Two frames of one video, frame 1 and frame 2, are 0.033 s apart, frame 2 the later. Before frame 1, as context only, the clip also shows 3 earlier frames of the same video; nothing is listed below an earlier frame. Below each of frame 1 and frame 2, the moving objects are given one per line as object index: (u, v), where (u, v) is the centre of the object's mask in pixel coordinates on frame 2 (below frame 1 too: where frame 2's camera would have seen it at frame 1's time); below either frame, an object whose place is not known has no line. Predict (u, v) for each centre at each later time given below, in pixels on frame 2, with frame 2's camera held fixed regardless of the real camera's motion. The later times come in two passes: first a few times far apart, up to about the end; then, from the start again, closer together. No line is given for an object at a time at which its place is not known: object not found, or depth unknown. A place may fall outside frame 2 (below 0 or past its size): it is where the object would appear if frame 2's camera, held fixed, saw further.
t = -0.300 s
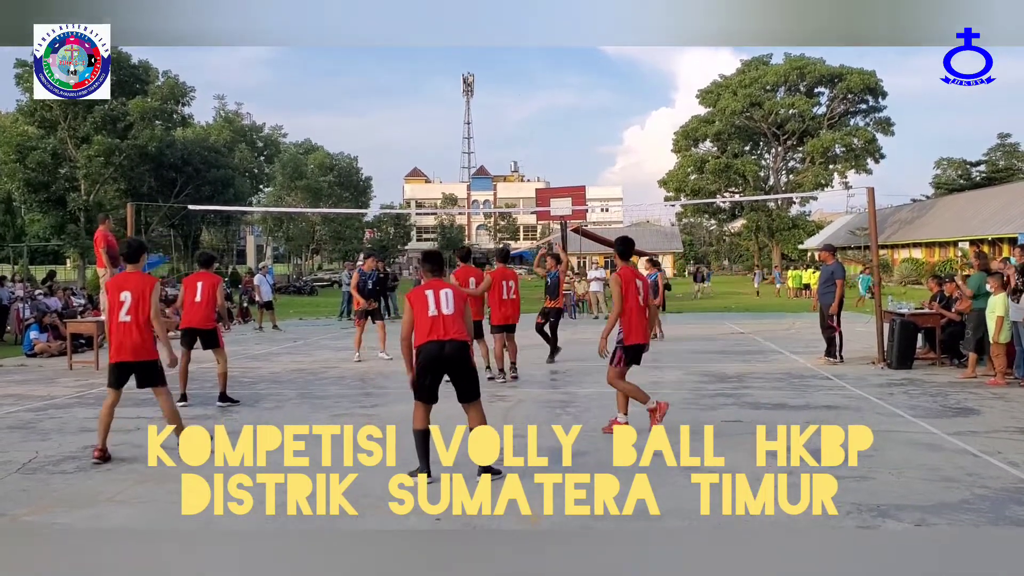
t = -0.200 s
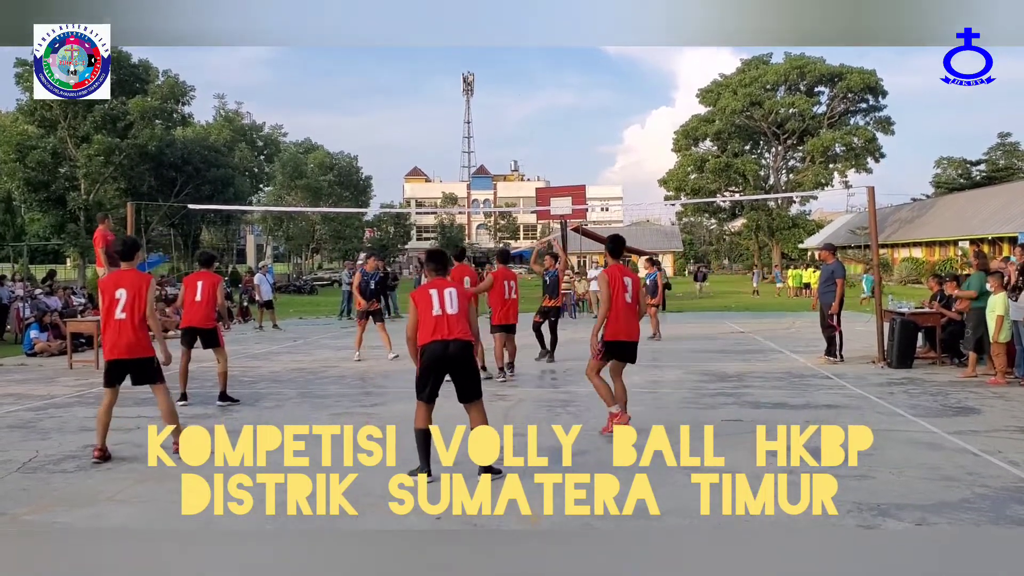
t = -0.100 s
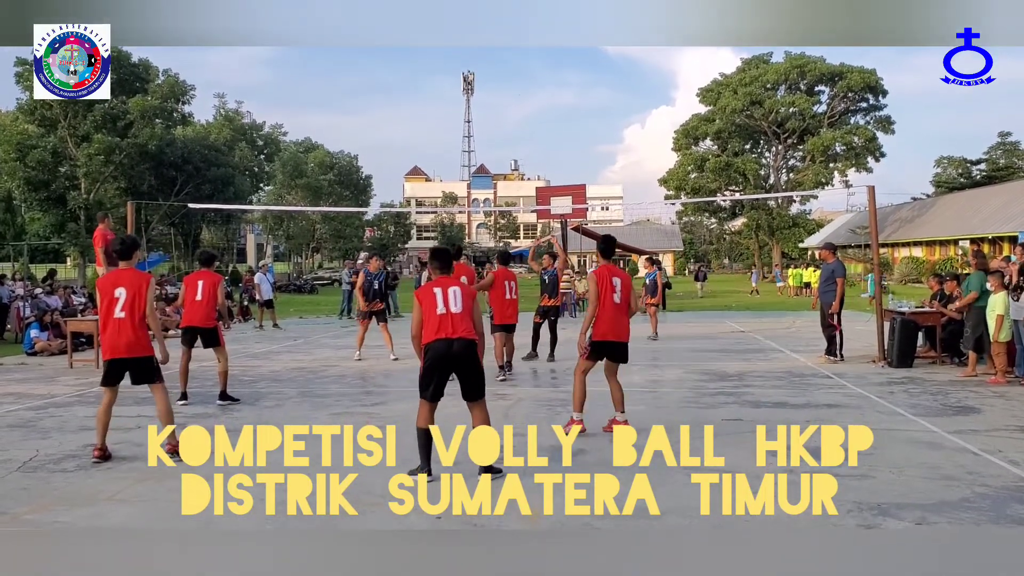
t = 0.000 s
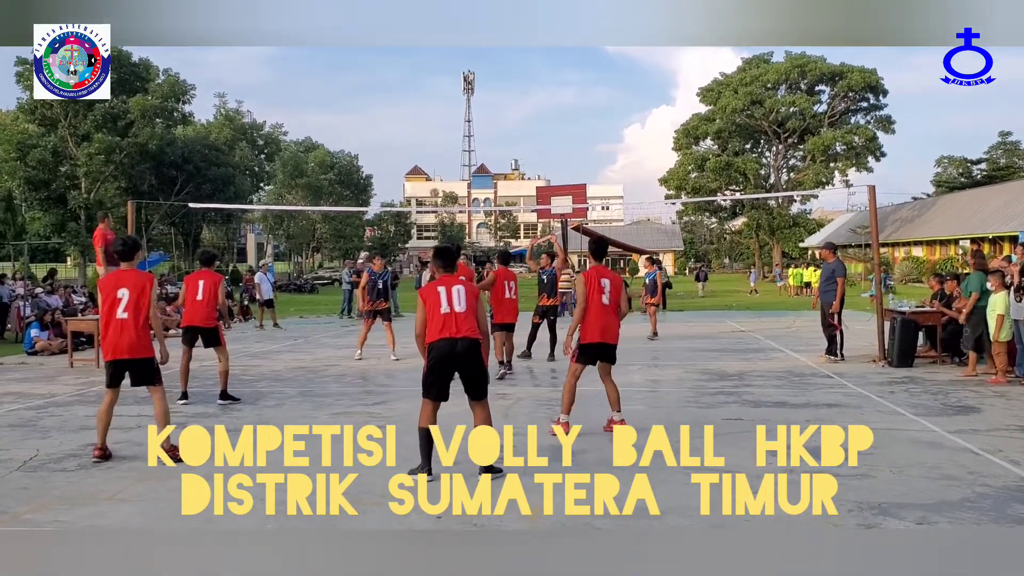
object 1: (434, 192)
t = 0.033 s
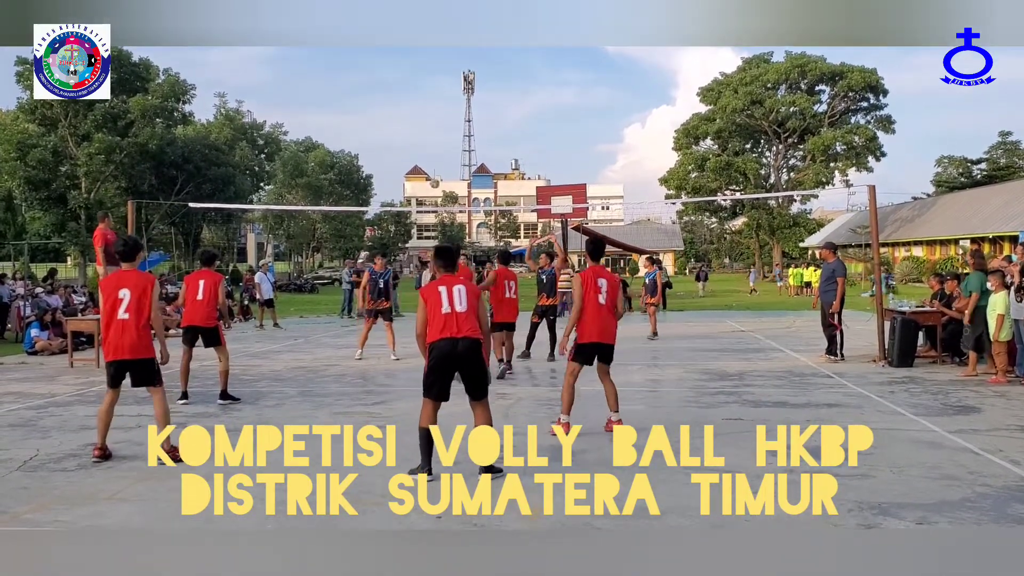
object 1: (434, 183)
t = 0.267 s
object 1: (435, 131)
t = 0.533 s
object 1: (441, 99)
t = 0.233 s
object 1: (435, 137)
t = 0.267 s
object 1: (435, 131)
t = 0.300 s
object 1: (436, 125)
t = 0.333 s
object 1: (436, 120)
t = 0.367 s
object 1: (437, 115)
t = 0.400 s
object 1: (437, 111)
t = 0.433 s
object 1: (438, 107)
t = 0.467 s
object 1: (439, 103)
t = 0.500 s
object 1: (440, 101)
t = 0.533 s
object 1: (441, 99)
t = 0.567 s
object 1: (442, 97)
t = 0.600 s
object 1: (443, 97)
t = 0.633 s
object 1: (445, 97)
